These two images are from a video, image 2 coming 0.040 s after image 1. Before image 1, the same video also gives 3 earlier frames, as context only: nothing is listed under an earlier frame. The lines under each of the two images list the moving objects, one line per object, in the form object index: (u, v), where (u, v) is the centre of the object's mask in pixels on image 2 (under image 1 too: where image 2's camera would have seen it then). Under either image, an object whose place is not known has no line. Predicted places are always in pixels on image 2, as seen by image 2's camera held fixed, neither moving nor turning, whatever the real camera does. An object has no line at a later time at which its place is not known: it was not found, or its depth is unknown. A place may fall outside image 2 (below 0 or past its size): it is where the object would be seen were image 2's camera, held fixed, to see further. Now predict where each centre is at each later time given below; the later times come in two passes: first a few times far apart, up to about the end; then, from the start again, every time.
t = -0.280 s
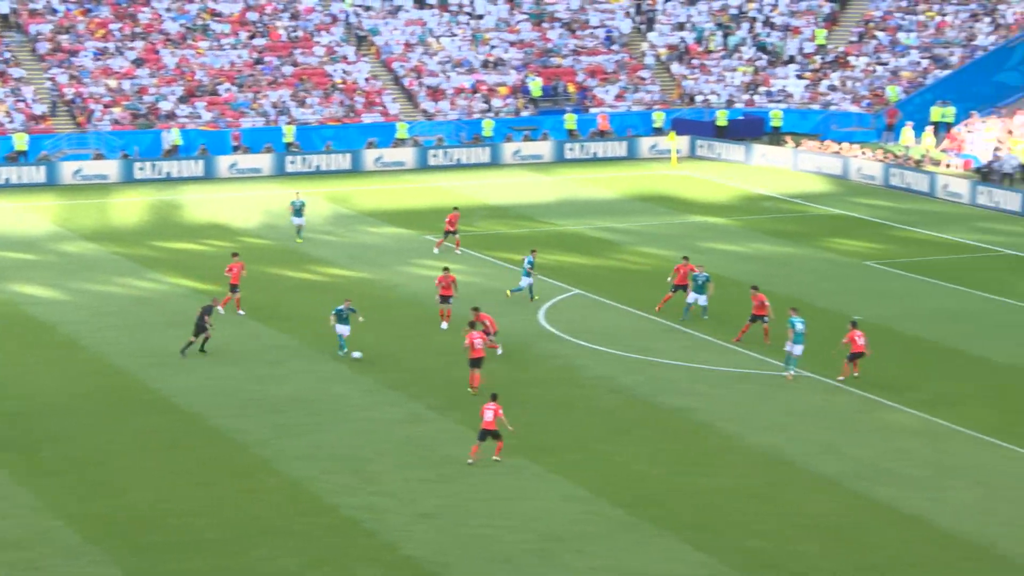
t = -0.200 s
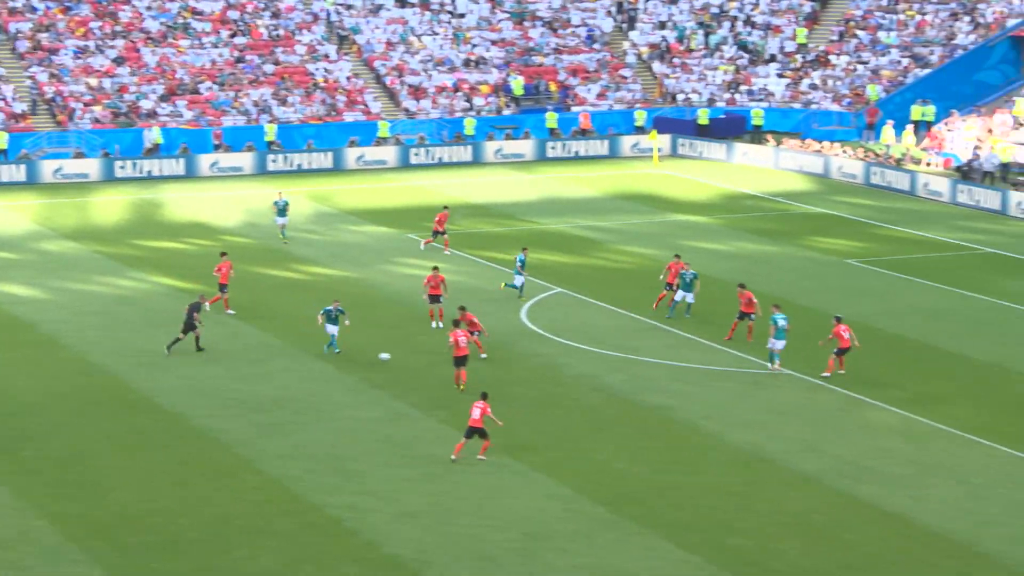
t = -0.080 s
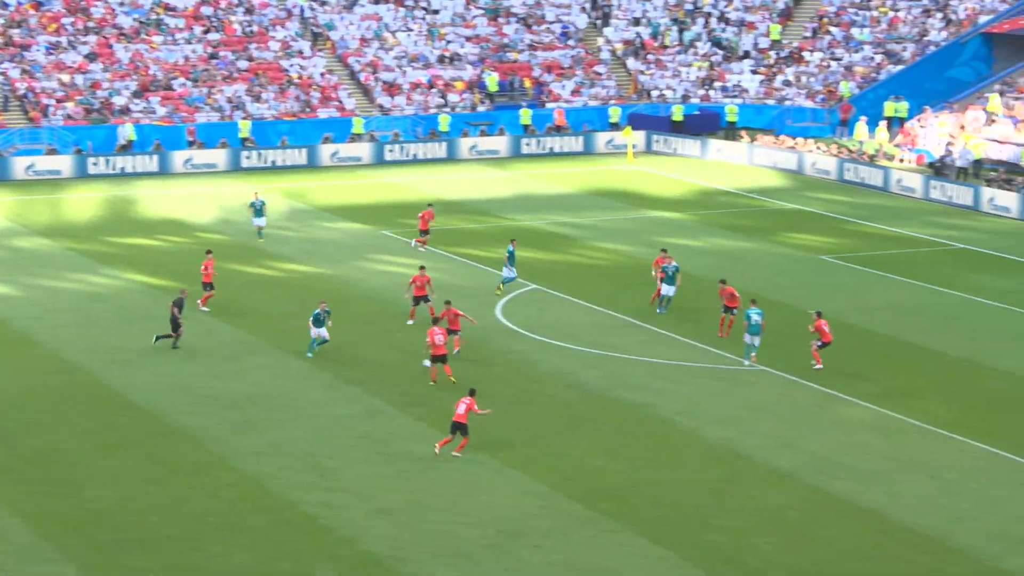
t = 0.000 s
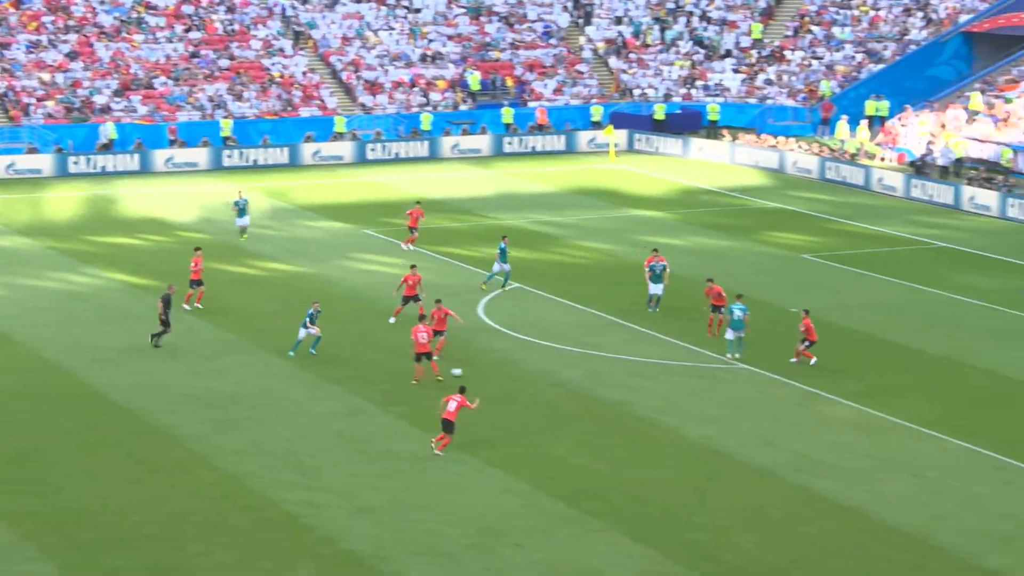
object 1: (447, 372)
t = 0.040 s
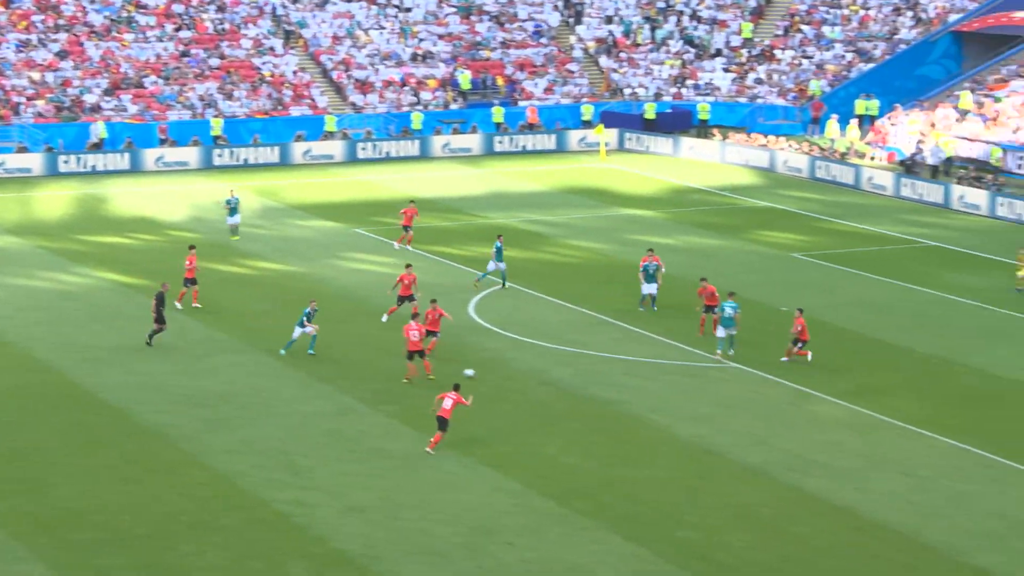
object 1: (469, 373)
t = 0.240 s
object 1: (576, 387)
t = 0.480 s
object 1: (700, 404)
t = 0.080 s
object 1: (490, 375)
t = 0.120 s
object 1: (512, 378)
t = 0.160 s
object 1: (534, 382)
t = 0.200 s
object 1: (555, 385)
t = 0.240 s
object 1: (576, 387)
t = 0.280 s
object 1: (597, 389)
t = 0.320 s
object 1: (618, 393)
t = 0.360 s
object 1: (639, 397)
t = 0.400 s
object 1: (660, 400)
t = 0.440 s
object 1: (680, 402)
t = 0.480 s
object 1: (700, 404)
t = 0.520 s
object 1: (720, 407)
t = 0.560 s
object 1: (739, 411)
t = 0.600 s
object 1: (759, 413)
